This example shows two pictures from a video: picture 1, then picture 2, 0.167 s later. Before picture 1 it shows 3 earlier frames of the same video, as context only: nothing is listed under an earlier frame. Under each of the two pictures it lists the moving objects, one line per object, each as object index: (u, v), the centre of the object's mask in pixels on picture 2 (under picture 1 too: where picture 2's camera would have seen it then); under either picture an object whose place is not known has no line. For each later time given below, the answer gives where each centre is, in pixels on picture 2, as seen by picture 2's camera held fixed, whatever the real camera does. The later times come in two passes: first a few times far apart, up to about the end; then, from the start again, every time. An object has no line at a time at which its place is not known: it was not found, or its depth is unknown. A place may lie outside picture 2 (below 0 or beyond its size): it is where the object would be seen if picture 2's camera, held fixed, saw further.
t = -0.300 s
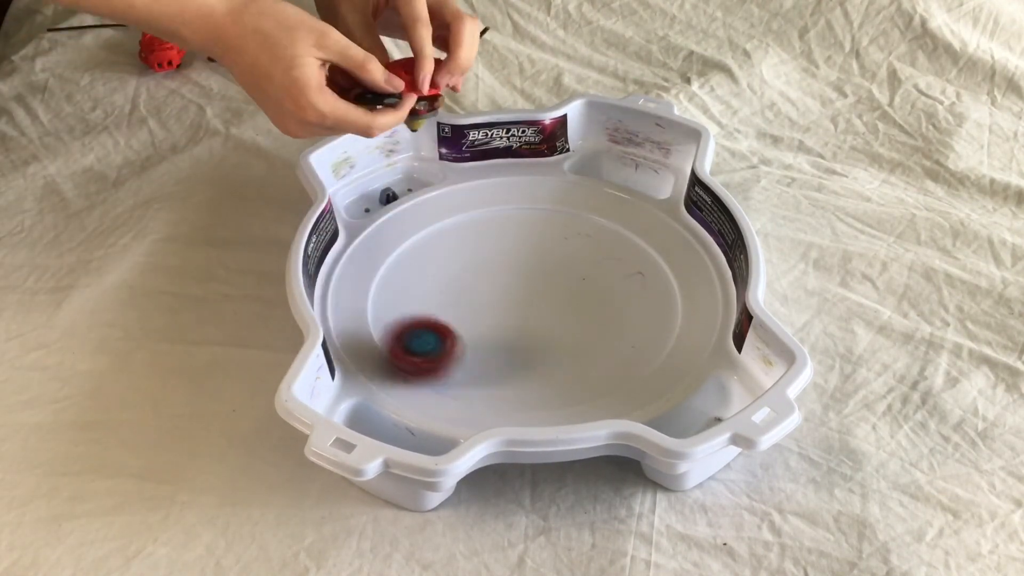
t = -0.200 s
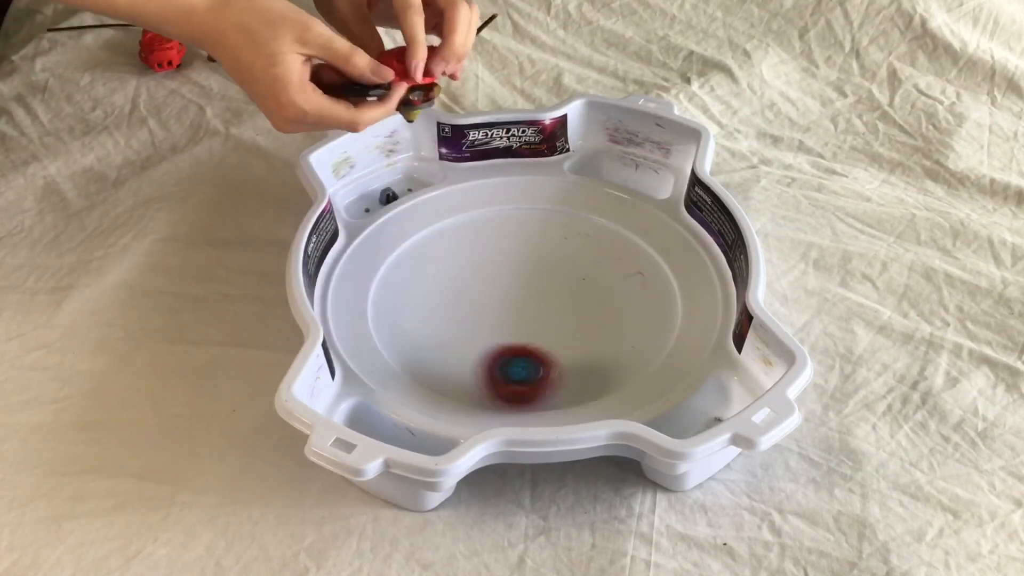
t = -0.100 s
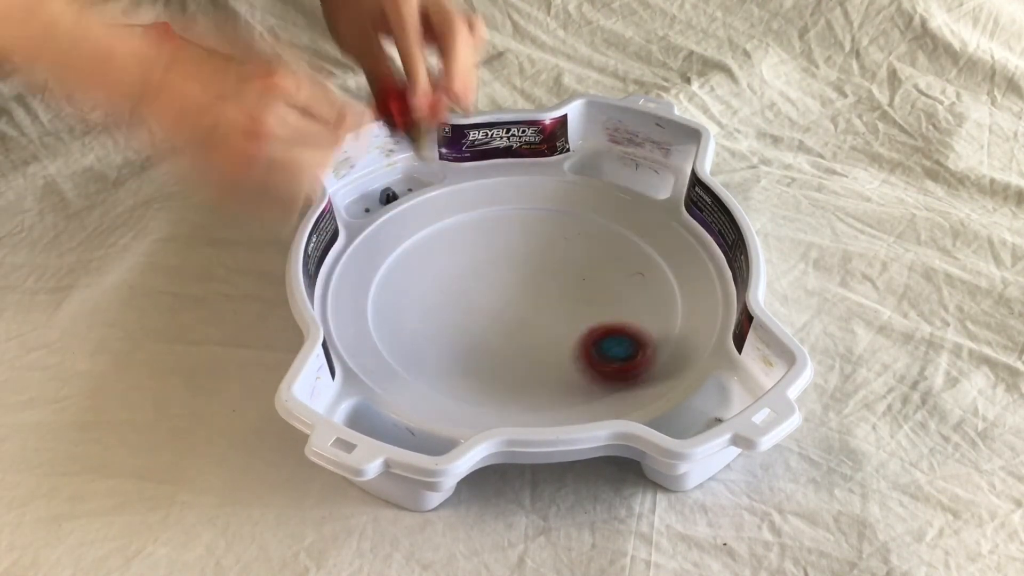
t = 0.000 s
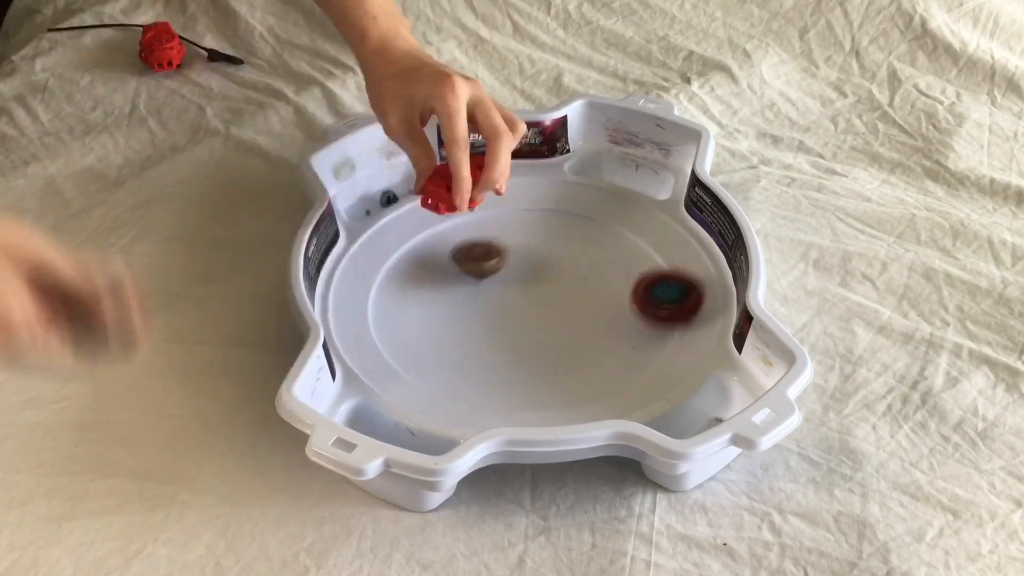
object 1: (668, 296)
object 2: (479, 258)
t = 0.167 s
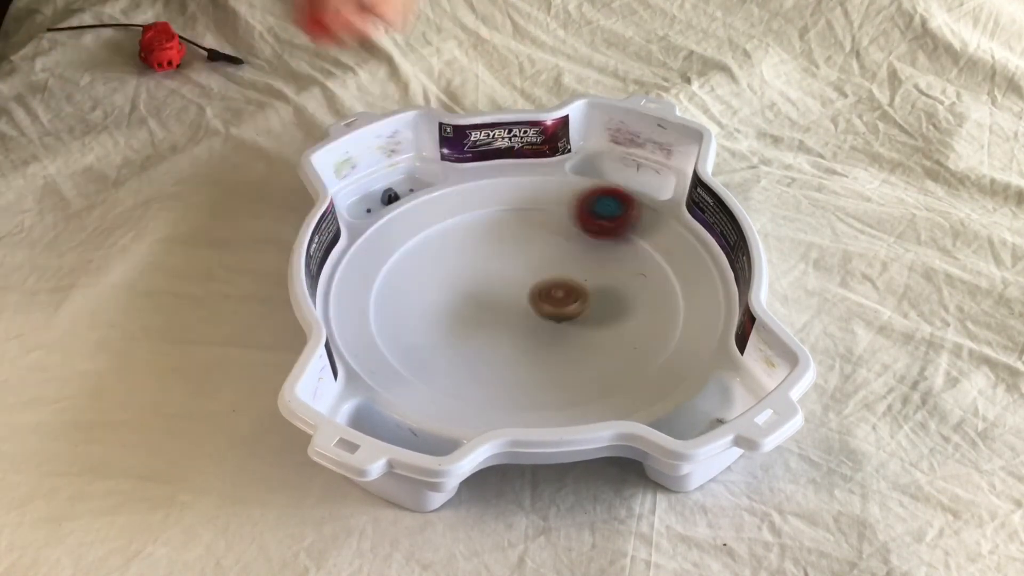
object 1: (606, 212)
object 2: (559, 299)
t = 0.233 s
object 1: (549, 196)
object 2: (572, 308)
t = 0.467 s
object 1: (391, 259)
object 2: (567, 296)
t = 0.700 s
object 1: (497, 370)
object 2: (498, 284)
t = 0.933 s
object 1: (662, 289)
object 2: (483, 314)
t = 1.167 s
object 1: (541, 197)
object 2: (514, 317)
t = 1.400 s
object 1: (393, 258)
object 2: (518, 298)
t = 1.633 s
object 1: (484, 366)
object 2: (498, 282)
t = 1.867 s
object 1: (649, 299)
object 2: (485, 288)
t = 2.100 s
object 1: (564, 198)
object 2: (503, 289)
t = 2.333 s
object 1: (417, 234)
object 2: (509, 276)
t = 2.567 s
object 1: (449, 344)
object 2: (501, 272)
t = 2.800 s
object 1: (623, 319)
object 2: (512, 283)
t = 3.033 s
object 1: (583, 216)
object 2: (537, 278)
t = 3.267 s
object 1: (448, 227)
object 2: (532, 269)
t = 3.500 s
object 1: (445, 329)
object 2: (525, 284)
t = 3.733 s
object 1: (596, 330)
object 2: (548, 295)
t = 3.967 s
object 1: (610, 245)
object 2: (540, 285)
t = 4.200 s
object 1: (504, 238)
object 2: (519, 297)
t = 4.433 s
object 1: (448, 281)
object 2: (567, 334)
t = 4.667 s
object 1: (478, 331)
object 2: (628, 311)
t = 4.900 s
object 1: (560, 312)
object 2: (607, 275)
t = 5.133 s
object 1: (522, 287)
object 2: (548, 212)
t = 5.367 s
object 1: (490, 292)
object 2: (416, 250)
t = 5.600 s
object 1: (521, 317)
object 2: (415, 328)
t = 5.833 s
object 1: (555, 296)
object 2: (578, 343)
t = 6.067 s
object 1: (531, 268)
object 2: (598, 239)
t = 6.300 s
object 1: (486, 272)
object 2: (481, 204)
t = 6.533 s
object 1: (484, 303)
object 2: (416, 254)
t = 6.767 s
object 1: (536, 310)
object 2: (486, 344)
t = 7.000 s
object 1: (563, 280)
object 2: (630, 305)
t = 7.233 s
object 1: (529, 257)
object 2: (600, 223)
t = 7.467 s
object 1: (486, 275)
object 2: (490, 224)
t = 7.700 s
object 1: (510, 317)
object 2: (421, 295)
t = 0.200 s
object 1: (578, 202)
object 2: (565, 298)
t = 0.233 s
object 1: (549, 196)
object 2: (572, 308)
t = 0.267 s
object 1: (521, 196)
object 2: (576, 314)
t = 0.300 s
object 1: (493, 198)
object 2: (577, 316)
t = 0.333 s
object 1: (466, 205)
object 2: (577, 316)
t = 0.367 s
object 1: (442, 214)
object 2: (577, 312)
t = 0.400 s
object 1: (421, 226)
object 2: (576, 306)
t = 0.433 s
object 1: (402, 242)
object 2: (572, 301)
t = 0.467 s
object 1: (391, 259)
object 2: (567, 296)
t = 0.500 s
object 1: (386, 279)
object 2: (560, 290)
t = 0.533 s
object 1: (387, 298)
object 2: (550, 286)
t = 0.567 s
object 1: (396, 317)
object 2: (540, 284)
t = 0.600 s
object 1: (412, 335)
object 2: (529, 282)
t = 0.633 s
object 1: (436, 351)
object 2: (518, 281)
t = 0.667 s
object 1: (464, 364)
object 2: (508, 282)
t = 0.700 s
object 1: (497, 370)
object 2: (498, 284)
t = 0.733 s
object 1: (531, 371)
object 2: (489, 287)
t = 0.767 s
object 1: (564, 368)
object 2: (482, 291)
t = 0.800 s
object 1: (595, 360)
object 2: (479, 296)
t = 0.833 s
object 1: (621, 346)
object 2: (477, 302)
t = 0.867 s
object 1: (641, 328)
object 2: (478, 307)
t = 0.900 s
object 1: (655, 309)
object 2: (479, 311)
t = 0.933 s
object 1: (662, 289)
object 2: (483, 314)
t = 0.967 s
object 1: (661, 269)
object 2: (486, 316)
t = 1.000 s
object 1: (654, 248)
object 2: (491, 318)
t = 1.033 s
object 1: (641, 231)
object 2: (496, 319)
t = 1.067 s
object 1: (619, 219)
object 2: (501, 319)
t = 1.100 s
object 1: (596, 207)
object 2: (506, 319)
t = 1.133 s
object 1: (569, 200)
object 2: (511, 318)
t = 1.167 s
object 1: (541, 197)
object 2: (514, 317)
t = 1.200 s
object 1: (513, 196)
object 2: (517, 315)
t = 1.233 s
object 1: (486, 200)
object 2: (519, 313)
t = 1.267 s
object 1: (461, 206)
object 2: (521, 310)
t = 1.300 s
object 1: (439, 215)
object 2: (521, 307)
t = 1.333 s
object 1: (420, 228)
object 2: (521, 304)
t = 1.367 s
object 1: (404, 243)
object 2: (520, 301)
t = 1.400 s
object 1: (393, 258)
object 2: (518, 298)
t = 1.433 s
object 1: (387, 276)
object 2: (516, 295)
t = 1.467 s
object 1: (387, 295)
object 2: (514, 292)
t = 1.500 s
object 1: (395, 313)
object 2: (512, 289)
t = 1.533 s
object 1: (410, 330)
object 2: (509, 287)
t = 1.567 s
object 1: (430, 346)
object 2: (505, 285)
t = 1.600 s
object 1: (455, 359)
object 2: (502, 283)
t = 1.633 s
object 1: (484, 366)
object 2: (498, 282)
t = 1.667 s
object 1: (516, 369)
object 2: (495, 282)
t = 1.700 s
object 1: (548, 367)
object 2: (492, 282)
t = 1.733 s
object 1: (577, 361)
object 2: (489, 283)
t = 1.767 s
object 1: (603, 350)
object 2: (487, 285)
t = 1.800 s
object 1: (624, 335)
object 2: (485, 286)
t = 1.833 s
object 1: (639, 318)
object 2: (485, 287)
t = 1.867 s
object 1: (649, 299)
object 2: (485, 288)
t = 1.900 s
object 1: (651, 280)
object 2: (486, 289)
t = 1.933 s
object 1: (648, 261)
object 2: (489, 290)
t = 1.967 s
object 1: (640, 244)
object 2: (492, 291)
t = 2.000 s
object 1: (626, 228)
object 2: (495, 291)
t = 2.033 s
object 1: (608, 215)
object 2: (498, 291)
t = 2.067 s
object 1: (587, 205)
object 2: (500, 290)
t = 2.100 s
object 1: (564, 198)
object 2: (503, 289)
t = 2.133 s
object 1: (540, 197)
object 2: (505, 287)
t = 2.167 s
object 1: (516, 196)
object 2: (507, 285)
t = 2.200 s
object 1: (493, 198)
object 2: (508, 283)
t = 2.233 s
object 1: (471, 204)
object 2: (509, 282)
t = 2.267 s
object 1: (450, 211)
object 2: (509, 280)
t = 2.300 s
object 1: (432, 222)
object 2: (509, 278)
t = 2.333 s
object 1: (417, 234)
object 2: (509, 276)
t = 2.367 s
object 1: (406, 248)
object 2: (508, 274)
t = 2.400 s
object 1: (400, 263)
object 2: (507, 273)
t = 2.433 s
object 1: (397, 280)
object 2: (505, 272)
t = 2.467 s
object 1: (401, 297)
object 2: (504, 271)
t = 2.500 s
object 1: (410, 314)
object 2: (503, 271)
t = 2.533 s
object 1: (427, 330)
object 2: (502, 271)
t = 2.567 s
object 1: (449, 344)
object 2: (501, 272)
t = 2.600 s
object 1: (475, 353)
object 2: (500, 274)
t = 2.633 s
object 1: (503, 358)
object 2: (500, 275)
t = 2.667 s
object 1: (532, 359)
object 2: (500, 277)
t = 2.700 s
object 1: (560, 355)
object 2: (501, 280)
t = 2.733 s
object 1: (586, 346)
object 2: (504, 281)
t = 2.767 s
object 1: (607, 334)
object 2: (508, 282)
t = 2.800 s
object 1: (623, 319)
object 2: (512, 283)
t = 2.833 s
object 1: (633, 302)
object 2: (516, 283)
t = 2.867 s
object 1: (637, 285)
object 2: (521, 283)
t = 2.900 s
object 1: (636, 268)
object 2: (525, 283)
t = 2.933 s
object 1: (628, 252)
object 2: (529, 282)
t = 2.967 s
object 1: (617, 238)
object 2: (532, 281)
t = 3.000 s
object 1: (602, 226)
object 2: (534, 279)
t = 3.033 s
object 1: (583, 216)
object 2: (537, 278)
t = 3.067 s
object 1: (564, 210)
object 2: (538, 276)
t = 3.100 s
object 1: (543, 207)
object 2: (539, 274)
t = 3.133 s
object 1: (524, 206)
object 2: (539, 272)
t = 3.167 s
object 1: (503, 208)
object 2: (538, 270)
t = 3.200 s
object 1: (483, 212)
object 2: (537, 269)
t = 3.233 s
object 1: (464, 218)
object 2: (535, 269)
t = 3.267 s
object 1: (448, 227)
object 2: (532, 269)
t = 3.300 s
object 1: (435, 239)
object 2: (529, 269)
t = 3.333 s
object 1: (425, 252)
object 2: (527, 271)
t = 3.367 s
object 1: (419, 266)
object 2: (525, 272)
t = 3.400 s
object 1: (417, 282)
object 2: (524, 275)
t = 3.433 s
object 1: (420, 299)
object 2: (524, 278)
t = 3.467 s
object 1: (430, 315)
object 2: (524, 281)
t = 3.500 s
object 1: (445, 329)
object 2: (525, 284)
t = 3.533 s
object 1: (464, 340)
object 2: (527, 286)
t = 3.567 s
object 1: (487, 348)
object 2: (529, 289)
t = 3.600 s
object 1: (511, 352)
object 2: (533, 291)
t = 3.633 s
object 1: (535, 351)
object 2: (537, 293)
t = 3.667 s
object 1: (558, 348)
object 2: (541, 294)
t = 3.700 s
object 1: (579, 340)
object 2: (544, 295)
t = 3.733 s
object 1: (596, 330)
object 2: (548, 295)
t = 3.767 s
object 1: (609, 319)
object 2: (551, 295)
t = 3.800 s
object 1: (617, 305)
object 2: (554, 294)
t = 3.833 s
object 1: (625, 292)
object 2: (553, 291)
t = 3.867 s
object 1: (628, 281)
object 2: (551, 288)
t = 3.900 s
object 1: (625, 269)
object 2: (548, 287)
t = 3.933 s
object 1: (620, 256)
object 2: (544, 286)
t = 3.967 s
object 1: (610, 245)
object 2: (540, 285)
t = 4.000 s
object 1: (598, 237)
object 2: (535, 286)
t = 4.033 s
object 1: (583, 230)
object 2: (531, 287)
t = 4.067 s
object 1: (566, 227)
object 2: (527, 288)
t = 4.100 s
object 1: (549, 226)
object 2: (524, 290)
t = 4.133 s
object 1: (533, 228)
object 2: (522, 292)
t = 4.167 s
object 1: (518, 232)
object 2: (520, 295)
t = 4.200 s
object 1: (504, 238)
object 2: (519, 297)
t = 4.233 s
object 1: (492, 245)
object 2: (519, 300)
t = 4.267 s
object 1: (482, 253)
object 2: (519, 303)
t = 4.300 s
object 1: (476, 263)
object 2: (520, 304)
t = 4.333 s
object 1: (472, 272)
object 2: (523, 307)
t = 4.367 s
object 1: (461, 273)
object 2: (539, 321)
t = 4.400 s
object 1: (453, 276)
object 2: (554, 329)
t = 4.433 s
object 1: (448, 281)
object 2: (567, 334)
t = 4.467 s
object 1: (445, 288)
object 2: (580, 336)
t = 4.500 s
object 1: (443, 295)
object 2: (591, 334)
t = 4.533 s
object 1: (444, 304)
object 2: (602, 331)
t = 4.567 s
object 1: (448, 312)
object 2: (611, 327)
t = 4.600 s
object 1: (455, 320)
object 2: (619, 322)
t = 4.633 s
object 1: (465, 326)
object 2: (624, 316)
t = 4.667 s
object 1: (478, 331)
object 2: (628, 311)
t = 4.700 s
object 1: (491, 334)
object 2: (630, 305)
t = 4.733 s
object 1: (506, 334)
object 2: (630, 299)
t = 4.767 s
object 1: (521, 333)
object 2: (628, 294)
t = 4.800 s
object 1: (534, 330)
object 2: (624, 289)
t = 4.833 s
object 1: (547, 325)
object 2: (619, 284)
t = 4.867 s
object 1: (556, 318)
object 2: (611, 281)
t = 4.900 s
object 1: (560, 312)
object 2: (607, 275)
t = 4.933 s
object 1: (554, 310)
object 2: (614, 257)
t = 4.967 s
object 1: (548, 307)
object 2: (613, 243)
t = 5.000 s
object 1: (544, 302)
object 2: (606, 232)
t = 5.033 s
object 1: (539, 298)
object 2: (595, 224)
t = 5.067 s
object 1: (534, 294)
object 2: (581, 218)
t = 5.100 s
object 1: (528, 290)
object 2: (566, 214)
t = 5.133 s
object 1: (522, 287)
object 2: (548, 212)
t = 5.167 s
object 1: (515, 284)
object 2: (530, 212)
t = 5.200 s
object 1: (509, 282)
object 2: (512, 214)
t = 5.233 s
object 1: (502, 281)
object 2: (492, 219)
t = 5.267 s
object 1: (496, 279)
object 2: (473, 227)
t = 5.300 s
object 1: (491, 279)
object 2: (454, 238)
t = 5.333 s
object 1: (490, 285)
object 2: (432, 244)
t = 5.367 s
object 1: (490, 292)
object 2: (416, 250)
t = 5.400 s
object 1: (491, 298)
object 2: (404, 257)
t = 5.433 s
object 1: (494, 303)
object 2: (396, 267)
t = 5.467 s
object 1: (497, 308)
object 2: (392, 279)
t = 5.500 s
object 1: (502, 311)
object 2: (393, 292)
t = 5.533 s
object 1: (508, 314)
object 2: (396, 304)
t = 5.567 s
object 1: (514, 316)
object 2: (404, 316)
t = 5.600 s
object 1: (521, 317)
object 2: (415, 328)
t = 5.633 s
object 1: (527, 317)
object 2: (430, 338)
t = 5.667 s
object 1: (534, 316)
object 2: (451, 348)
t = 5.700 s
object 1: (540, 313)
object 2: (475, 356)
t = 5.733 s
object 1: (546, 310)
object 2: (502, 360)
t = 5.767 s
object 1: (550, 306)
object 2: (529, 359)
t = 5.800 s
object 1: (554, 301)
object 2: (555, 352)
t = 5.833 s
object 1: (555, 296)
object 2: (578, 343)
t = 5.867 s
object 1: (556, 292)
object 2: (596, 330)
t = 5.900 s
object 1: (555, 287)
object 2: (608, 316)
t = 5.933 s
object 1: (552, 283)
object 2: (616, 301)
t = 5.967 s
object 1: (548, 278)
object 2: (617, 284)
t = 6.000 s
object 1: (544, 275)
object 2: (615, 268)
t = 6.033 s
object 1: (537, 271)
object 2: (609, 253)
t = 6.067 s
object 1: (531, 268)
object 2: (598, 239)
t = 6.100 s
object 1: (524, 266)
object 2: (582, 226)
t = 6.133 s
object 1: (517, 266)
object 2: (564, 217)
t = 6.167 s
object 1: (510, 265)
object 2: (546, 209)
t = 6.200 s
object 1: (503, 266)
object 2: (529, 204)
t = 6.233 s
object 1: (497, 267)
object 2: (511, 202)
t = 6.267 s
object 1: (491, 269)
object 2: (496, 202)
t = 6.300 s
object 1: (486, 272)
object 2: (481, 204)
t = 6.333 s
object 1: (482, 275)
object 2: (467, 208)
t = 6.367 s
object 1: (478, 279)
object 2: (454, 213)
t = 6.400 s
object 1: (476, 284)
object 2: (443, 220)
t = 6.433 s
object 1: (475, 289)
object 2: (433, 227)
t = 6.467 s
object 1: (476, 294)
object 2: (426, 235)
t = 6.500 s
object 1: (480, 298)
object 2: (421, 244)
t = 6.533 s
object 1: (484, 303)
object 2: (416, 254)
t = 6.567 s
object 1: (490, 307)
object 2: (415, 266)
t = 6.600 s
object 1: (496, 310)
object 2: (417, 280)
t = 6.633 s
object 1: (504, 312)
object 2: (422, 295)
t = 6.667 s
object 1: (512, 314)
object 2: (433, 310)
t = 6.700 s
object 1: (520, 314)
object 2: (447, 323)
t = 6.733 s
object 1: (528, 313)
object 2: (465, 334)
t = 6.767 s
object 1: (536, 310)
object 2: (486, 344)
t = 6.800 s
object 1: (544, 307)
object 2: (509, 348)
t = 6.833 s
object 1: (551, 303)
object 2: (535, 349)
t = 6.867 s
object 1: (555, 298)
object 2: (558, 346)
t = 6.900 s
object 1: (559, 294)
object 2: (581, 340)
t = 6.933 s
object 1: (562, 290)
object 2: (602, 331)
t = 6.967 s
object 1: (563, 285)
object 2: (619, 319)
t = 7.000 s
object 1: (563, 280)
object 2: (630, 305)
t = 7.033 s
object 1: (561, 276)
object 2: (637, 290)
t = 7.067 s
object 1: (558, 271)
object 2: (640, 275)
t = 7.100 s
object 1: (554, 267)
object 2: (637, 260)
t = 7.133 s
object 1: (550, 263)
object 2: (632, 248)
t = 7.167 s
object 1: (543, 260)
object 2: (623, 237)
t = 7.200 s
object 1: (536, 258)
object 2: (612, 229)
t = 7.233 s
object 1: (529, 257)
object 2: (600, 223)
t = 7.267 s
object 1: (522, 257)
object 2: (587, 218)
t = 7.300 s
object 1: (514, 257)
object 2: (572, 214)
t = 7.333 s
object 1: (507, 259)
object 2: (558, 212)
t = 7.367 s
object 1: (500, 262)
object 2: (540, 212)
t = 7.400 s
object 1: (495, 266)
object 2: (524, 214)
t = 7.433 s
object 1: (490, 270)
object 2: (508, 218)
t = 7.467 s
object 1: (486, 275)
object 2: (490, 224)
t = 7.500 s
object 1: (484, 281)
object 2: (472, 232)
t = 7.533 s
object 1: (483, 287)
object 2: (456, 242)
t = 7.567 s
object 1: (486, 295)
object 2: (441, 250)
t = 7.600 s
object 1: (490, 302)
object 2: (430, 259)
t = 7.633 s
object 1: (495, 308)
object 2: (423, 271)
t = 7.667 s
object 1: (502, 313)
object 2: (421, 283)
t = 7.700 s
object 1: (510, 317)
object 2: (421, 295)
